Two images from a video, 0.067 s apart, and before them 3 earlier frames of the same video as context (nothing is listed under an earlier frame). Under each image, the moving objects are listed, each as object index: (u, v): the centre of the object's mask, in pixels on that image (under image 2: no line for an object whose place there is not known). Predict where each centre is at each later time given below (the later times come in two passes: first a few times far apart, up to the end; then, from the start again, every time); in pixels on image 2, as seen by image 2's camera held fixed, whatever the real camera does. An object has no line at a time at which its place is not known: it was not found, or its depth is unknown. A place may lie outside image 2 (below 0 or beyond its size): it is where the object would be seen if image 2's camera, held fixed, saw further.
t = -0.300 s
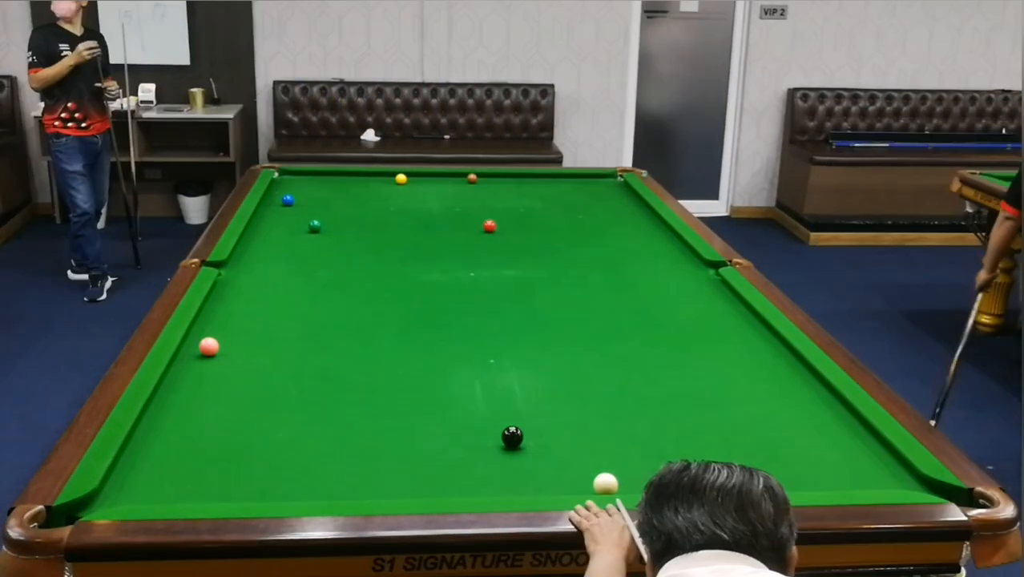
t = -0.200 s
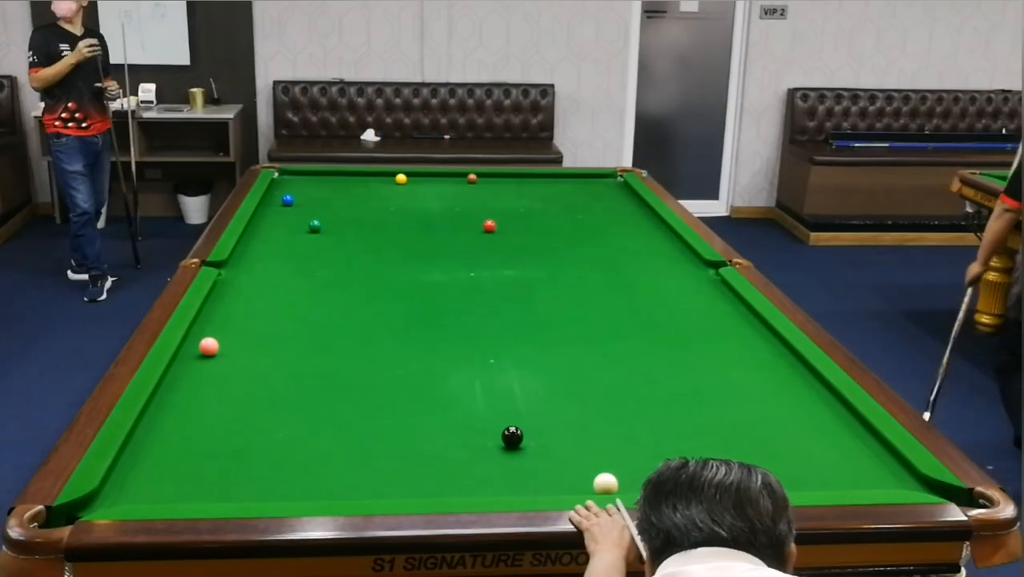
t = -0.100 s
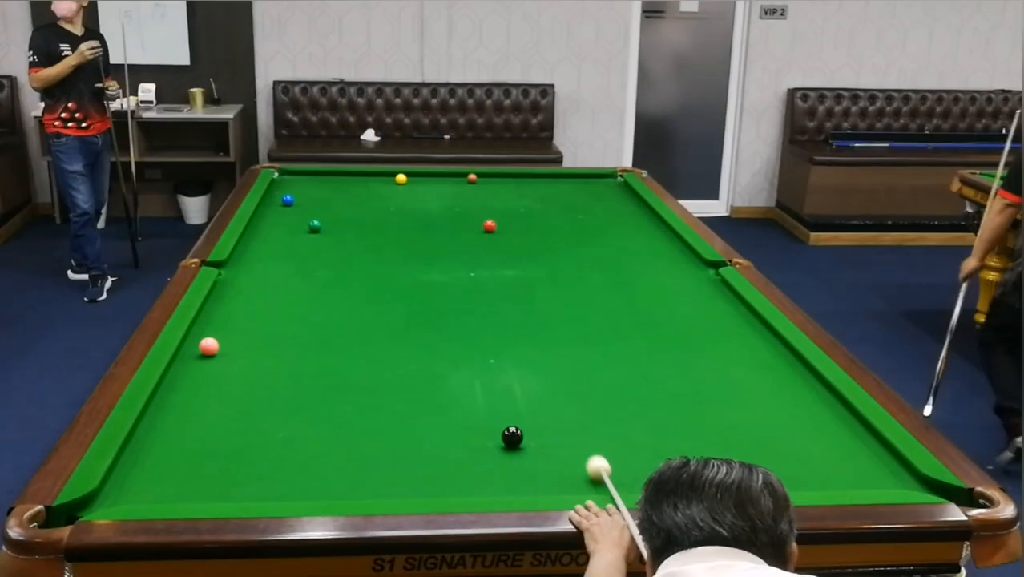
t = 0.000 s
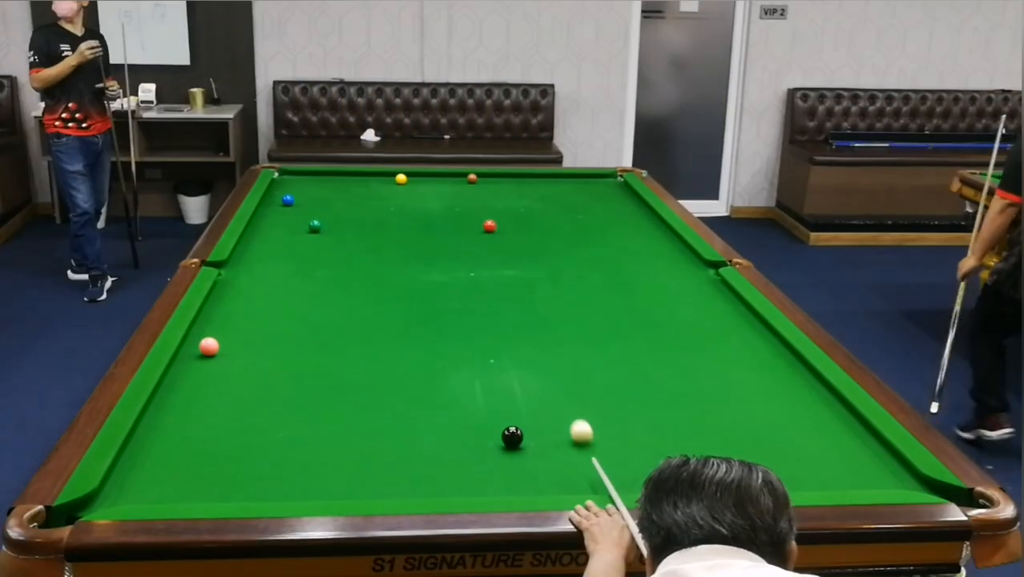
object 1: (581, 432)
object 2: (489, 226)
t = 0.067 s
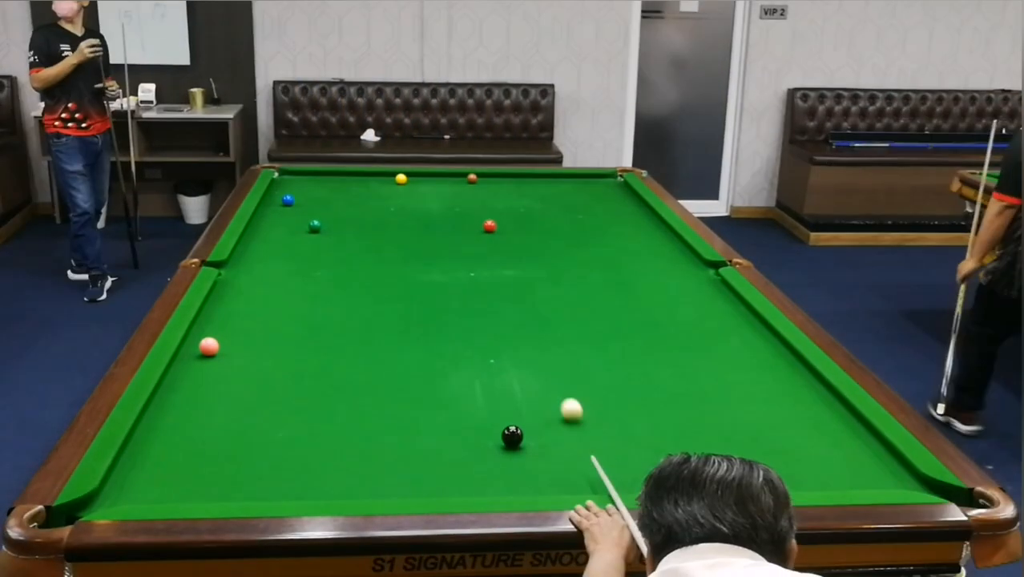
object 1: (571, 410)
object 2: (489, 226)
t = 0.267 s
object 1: (547, 356)
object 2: (489, 226)
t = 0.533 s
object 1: (522, 302)
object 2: (489, 226)
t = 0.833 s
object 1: (501, 257)
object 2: (489, 226)
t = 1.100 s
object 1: (486, 229)
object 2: (491, 221)
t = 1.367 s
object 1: (469, 223)
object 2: (493, 205)
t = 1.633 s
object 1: (454, 216)
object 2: (496, 191)
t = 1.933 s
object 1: (439, 209)
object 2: (498, 178)
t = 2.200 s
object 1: (426, 203)
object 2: (505, 180)
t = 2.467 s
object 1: (415, 198)
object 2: (514, 188)
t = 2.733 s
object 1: (405, 193)
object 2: (523, 197)
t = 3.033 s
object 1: (395, 188)
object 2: (533, 206)
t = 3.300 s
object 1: (387, 185)
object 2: (544, 215)
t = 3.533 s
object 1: (380, 181)
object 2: (552, 223)
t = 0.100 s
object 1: (567, 400)
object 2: (489, 226)
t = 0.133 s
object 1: (562, 390)
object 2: (489, 226)
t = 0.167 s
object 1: (558, 381)
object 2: (489, 226)
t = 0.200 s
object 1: (554, 372)
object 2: (489, 226)
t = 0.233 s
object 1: (551, 364)
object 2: (489, 226)
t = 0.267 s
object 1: (547, 356)
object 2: (489, 226)
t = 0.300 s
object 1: (543, 348)
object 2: (489, 226)
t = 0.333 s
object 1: (540, 341)
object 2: (489, 226)
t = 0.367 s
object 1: (537, 334)
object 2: (489, 226)
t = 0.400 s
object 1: (533, 327)
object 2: (489, 226)
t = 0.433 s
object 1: (530, 321)
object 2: (489, 226)
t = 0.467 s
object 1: (527, 314)
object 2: (489, 226)
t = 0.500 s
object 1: (525, 308)
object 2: (489, 226)
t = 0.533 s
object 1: (522, 302)
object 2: (489, 226)
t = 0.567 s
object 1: (519, 297)
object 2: (489, 226)
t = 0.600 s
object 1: (516, 291)
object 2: (489, 226)
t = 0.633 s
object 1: (514, 286)
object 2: (489, 226)
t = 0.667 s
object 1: (512, 280)
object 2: (489, 226)
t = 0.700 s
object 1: (509, 275)
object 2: (489, 226)
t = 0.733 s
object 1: (507, 271)
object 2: (489, 226)
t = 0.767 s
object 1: (505, 266)
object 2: (489, 226)
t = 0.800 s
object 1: (503, 261)
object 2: (489, 226)
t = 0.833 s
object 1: (501, 257)
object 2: (489, 226)
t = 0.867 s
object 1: (499, 252)
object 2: (489, 226)
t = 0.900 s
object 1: (497, 248)
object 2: (489, 226)
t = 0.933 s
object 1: (495, 244)
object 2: (489, 226)
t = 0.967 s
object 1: (493, 240)
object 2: (489, 226)
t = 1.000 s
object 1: (491, 237)
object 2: (489, 225)
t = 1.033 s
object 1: (490, 233)
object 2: (489, 223)
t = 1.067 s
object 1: (488, 229)
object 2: (489, 221)
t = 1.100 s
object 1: (486, 229)
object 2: (491, 221)
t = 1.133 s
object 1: (483, 229)
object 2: (491, 219)
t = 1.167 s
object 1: (481, 228)
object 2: (491, 218)
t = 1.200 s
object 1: (479, 227)
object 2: (491, 215)
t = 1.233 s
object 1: (477, 226)
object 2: (492, 213)
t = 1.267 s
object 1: (475, 225)
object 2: (492, 211)
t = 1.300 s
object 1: (473, 224)
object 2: (492, 209)
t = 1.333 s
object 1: (471, 224)
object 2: (493, 207)
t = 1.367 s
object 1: (469, 223)
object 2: (493, 205)
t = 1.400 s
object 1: (467, 222)
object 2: (493, 203)
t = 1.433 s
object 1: (465, 221)
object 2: (494, 202)
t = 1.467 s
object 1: (463, 220)
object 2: (494, 200)
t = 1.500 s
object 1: (461, 219)
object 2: (495, 198)
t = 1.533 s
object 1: (460, 218)
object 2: (495, 197)
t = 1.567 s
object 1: (458, 217)
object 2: (495, 195)
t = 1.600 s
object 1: (456, 217)
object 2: (496, 193)
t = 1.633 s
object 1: (454, 216)
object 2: (496, 191)
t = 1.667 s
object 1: (452, 215)
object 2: (496, 190)
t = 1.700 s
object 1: (451, 214)
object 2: (497, 188)
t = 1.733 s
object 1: (449, 213)
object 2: (497, 187)
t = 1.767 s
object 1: (447, 213)
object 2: (497, 185)
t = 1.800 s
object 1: (445, 212)
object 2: (498, 184)
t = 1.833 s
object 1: (444, 211)
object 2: (498, 182)
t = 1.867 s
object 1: (442, 210)
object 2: (498, 181)
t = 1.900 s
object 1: (440, 209)
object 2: (498, 179)
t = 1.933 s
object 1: (439, 209)
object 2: (498, 178)
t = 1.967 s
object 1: (437, 208)
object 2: (499, 177)
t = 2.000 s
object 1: (436, 207)
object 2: (499, 176)
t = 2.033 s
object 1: (434, 206)
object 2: (500, 175)
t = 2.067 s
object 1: (432, 206)
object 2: (501, 176)
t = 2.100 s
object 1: (431, 205)
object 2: (502, 177)
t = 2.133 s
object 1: (430, 205)
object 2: (503, 178)
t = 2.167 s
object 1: (428, 204)
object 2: (504, 179)
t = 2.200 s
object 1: (426, 203)
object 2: (505, 180)
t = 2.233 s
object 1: (425, 202)
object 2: (506, 181)
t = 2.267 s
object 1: (424, 202)
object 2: (507, 182)
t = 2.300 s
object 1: (422, 201)
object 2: (508, 183)
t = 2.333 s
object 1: (421, 200)
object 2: (510, 184)
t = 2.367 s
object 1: (419, 200)
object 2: (511, 186)
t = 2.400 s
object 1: (418, 199)
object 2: (512, 186)
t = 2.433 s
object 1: (417, 198)
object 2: (513, 187)
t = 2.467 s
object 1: (415, 198)
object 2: (514, 188)
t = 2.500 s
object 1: (414, 197)
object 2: (515, 189)
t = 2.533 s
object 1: (413, 197)
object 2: (516, 190)
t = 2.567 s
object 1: (411, 196)
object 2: (517, 191)
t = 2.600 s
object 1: (410, 196)
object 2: (518, 192)
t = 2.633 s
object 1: (409, 195)
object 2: (520, 193)
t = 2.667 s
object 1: (407, 194)
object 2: (521, 194)
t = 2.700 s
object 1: (406, 194)
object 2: (522, 195)
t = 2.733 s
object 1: (405, 193)
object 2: (523, 197)
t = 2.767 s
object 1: (404, 192)
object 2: (525, 198)
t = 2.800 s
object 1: (403, 192)
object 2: (526, 199)
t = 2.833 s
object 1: (402, 191)
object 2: (527, 200)
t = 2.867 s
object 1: (400, 191)
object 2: (528, 201)
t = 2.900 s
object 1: (399, 190)
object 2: (529, 202)
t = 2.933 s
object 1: (398, 190)
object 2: (530, 203)
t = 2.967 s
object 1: (397, 190)
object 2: (532, 204)
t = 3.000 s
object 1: (396, 189)
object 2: (532, 205)
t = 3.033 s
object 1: (395, 188)
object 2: (533, 206)
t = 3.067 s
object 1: (394, 188)
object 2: (535, 207)
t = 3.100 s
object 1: (393, 188)
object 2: (536, 209)
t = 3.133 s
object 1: (391, 187)
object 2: (537, 210)
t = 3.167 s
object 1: (391, 186)
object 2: (539, 211)
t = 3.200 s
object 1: (390, 186)
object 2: (540, 212)
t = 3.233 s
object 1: (389, 185)
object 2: (541, 213)
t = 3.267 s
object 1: (388, 185)
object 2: (542, 214)
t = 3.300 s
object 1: (387, 185)
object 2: (544, 215)
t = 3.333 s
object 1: (386, 184)
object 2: (545, 217)
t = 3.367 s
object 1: (385, 184)
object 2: (546, 218)
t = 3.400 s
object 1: (384, 183)
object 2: (547, 219)
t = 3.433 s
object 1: (383, 183)
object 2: (548, 220)
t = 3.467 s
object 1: (382, 182)
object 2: (550, 221)
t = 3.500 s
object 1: (381, 182)
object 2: (551, 222)
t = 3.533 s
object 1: (380, 181)
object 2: (552, 223)
